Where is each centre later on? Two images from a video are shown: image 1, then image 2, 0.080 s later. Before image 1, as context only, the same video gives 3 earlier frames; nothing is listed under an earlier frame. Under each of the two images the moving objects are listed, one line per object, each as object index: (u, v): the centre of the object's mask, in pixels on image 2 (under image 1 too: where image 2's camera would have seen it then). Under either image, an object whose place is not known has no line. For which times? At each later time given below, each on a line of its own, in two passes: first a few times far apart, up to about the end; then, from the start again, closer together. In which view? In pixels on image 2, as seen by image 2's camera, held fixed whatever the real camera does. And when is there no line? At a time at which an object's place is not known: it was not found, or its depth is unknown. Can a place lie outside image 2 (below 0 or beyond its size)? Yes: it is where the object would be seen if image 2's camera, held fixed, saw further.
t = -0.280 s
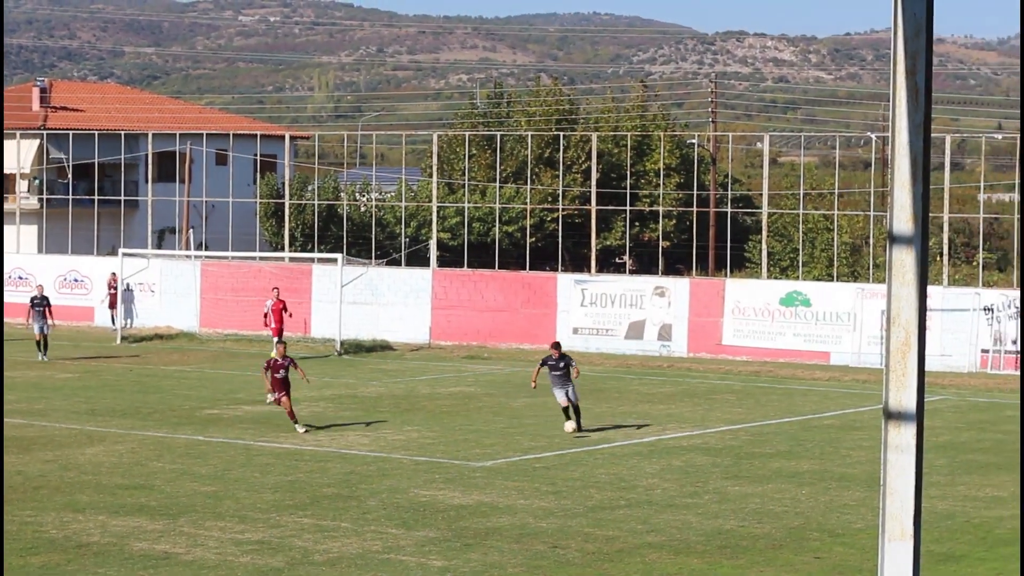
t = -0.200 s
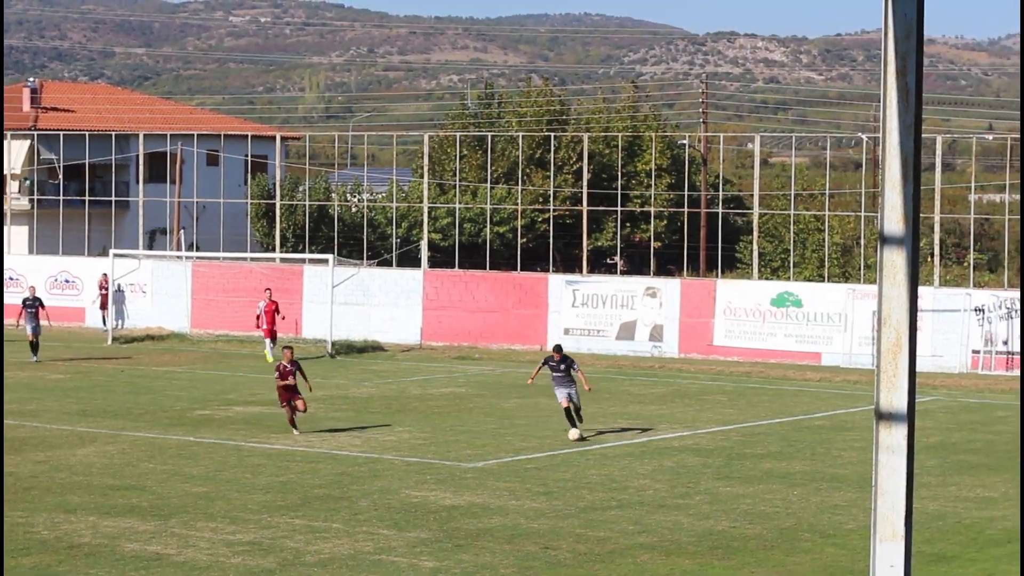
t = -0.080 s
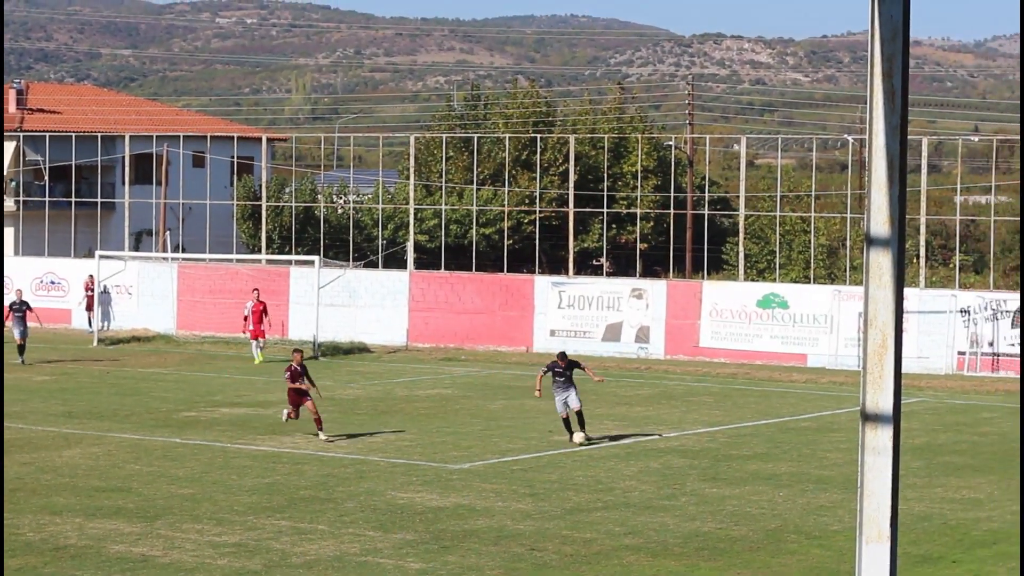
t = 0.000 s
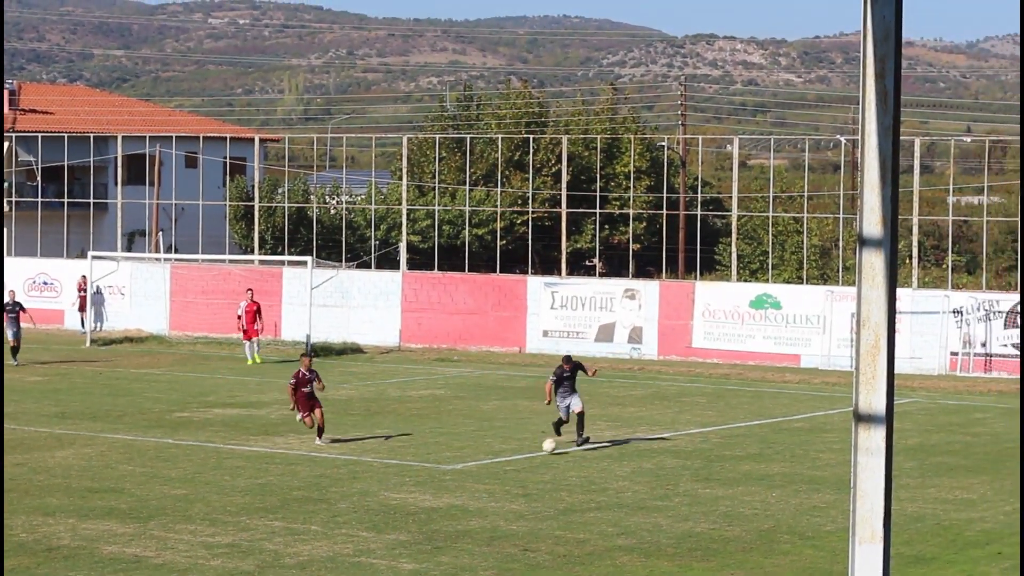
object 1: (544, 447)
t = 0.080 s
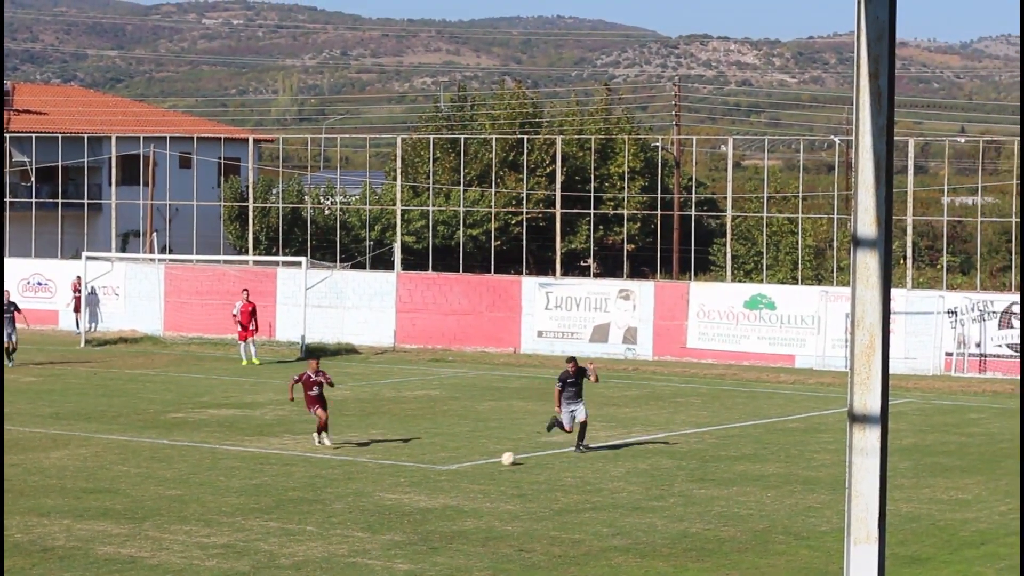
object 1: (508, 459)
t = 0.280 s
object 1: (412, 479)
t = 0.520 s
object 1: (283, 508)
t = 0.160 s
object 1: (472, 465)
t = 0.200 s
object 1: (453, 469)
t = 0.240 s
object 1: (434, 474)
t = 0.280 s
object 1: (412, 479)
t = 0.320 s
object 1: (391, 483)
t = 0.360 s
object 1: (371, 486)
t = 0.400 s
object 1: (350, 491)
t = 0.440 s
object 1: (328, 497)
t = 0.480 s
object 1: (305, 503)
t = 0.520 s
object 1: (283, 508)
